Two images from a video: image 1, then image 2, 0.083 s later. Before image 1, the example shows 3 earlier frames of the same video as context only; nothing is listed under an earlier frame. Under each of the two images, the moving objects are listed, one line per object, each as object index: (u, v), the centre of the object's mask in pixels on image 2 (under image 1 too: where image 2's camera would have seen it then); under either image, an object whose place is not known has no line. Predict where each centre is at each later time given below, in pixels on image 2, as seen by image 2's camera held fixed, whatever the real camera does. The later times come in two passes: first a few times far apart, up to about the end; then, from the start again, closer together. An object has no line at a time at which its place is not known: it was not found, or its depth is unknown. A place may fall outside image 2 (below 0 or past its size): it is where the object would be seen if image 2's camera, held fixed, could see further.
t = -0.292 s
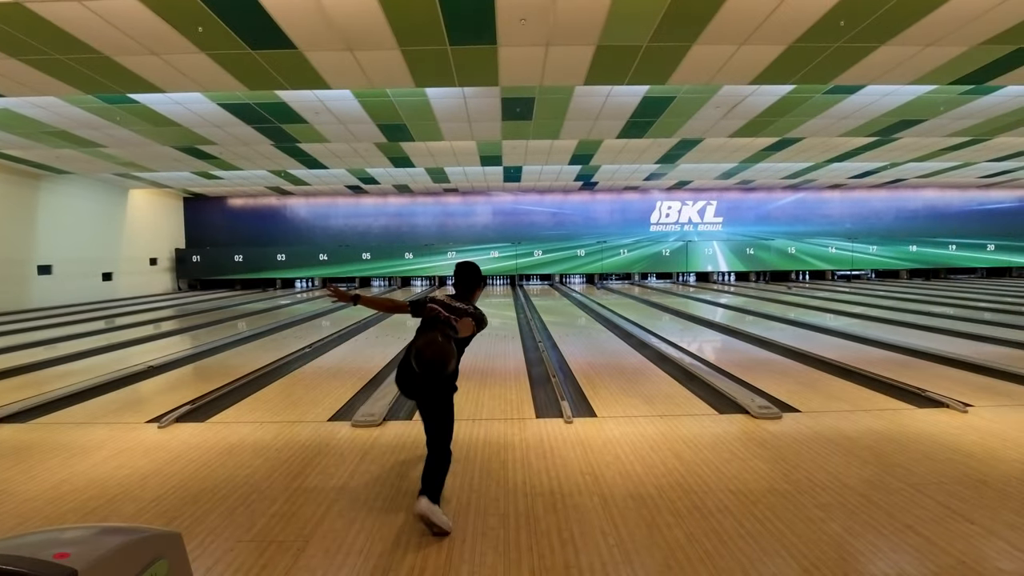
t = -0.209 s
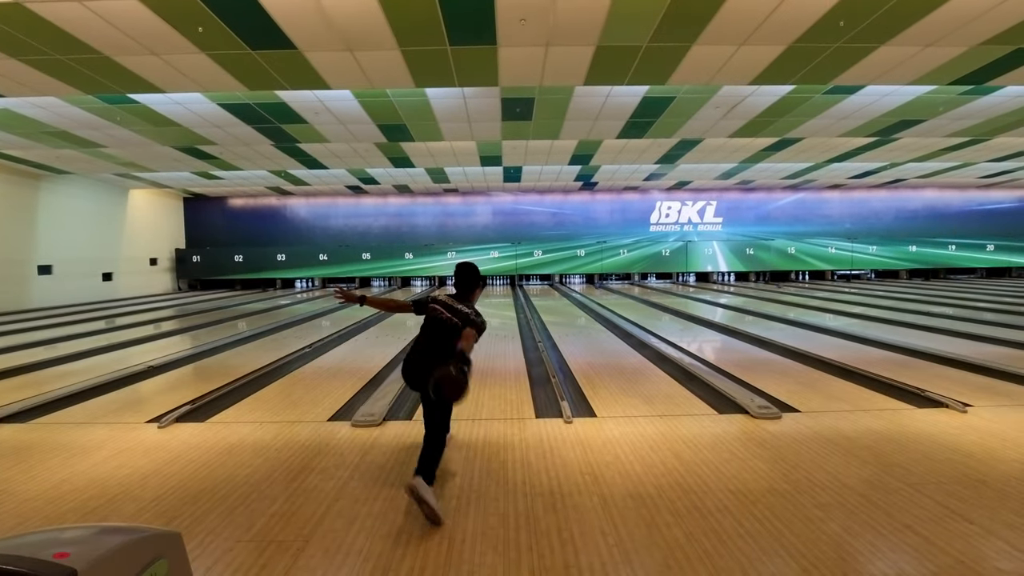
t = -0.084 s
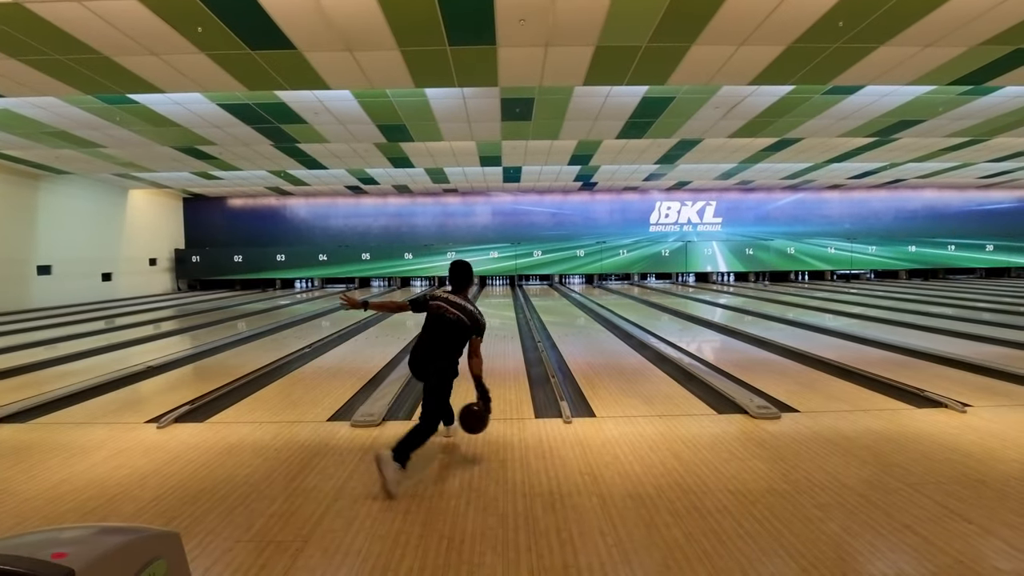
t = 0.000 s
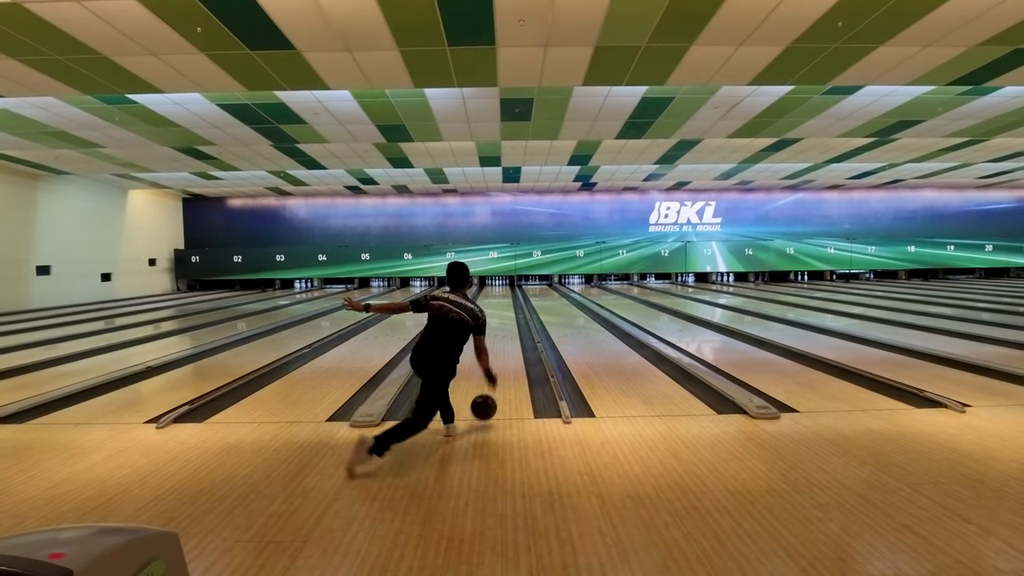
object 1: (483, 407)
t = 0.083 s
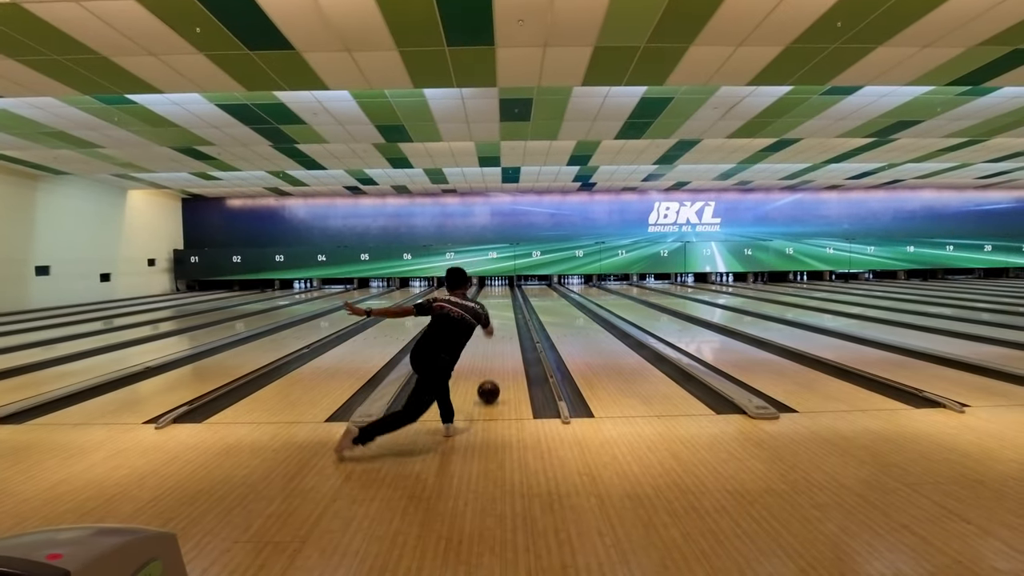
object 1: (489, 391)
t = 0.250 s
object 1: (497, 362)
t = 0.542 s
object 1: (505, 332)
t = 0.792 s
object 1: (504, 319)
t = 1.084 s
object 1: (505, 307)
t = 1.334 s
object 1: (505, 300)
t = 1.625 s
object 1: (505, 294)
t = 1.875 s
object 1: (502, 290)
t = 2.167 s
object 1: (501, 288)
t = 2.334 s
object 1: (500, 286)
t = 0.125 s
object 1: (491, 383)
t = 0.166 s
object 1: (493, 375)
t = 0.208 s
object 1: (495, 368)
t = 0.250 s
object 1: (497, 362)
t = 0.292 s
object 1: (502, 356)
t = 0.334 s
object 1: (504, 349)
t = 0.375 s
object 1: (506, 346)
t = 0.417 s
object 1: (503, 343)
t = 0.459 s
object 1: (502, 339)
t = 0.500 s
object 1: (503, 335)
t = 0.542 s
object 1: (505, 332)
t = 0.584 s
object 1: (504, 329)
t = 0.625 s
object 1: (504, 326)
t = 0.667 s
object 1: (507, 322)
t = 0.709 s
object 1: (504, 322)
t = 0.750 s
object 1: (504, 320)
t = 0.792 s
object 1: (504, 319)
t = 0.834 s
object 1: (504, 317)
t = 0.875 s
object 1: (504, 314)
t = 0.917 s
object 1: (505, 313)
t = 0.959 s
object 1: (505, 311)
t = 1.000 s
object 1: (505, 312)
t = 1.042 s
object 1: (505, 310)
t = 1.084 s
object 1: (505, 307)
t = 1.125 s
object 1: (505, 305)
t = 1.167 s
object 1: (505, 304)
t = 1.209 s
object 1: (505, 303)
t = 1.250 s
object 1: (506, 302)
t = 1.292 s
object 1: (506, 301)
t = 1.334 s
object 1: (505, 300)
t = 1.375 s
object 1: (505, 299)
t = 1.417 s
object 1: (505, 298)
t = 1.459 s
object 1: (505, 297)
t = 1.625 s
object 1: (505, 294)
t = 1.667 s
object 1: (505, 294)
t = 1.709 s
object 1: (505, 292)
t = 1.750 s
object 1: (504, 291)
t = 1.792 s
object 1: (503, 290)
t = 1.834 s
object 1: (503, 291)
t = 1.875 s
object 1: (502, 290)
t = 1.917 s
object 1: (502, 290)
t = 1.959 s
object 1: (502, 289)
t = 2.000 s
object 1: (502, 289)
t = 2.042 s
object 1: (502, 288)
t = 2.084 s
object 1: (502, 288)
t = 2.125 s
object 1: (501, 288)
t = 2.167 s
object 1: (501, 288)
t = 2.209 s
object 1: (501, 287)
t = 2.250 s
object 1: (501, 287)
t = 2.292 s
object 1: (500, 287)
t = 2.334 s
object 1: (500, 286)
